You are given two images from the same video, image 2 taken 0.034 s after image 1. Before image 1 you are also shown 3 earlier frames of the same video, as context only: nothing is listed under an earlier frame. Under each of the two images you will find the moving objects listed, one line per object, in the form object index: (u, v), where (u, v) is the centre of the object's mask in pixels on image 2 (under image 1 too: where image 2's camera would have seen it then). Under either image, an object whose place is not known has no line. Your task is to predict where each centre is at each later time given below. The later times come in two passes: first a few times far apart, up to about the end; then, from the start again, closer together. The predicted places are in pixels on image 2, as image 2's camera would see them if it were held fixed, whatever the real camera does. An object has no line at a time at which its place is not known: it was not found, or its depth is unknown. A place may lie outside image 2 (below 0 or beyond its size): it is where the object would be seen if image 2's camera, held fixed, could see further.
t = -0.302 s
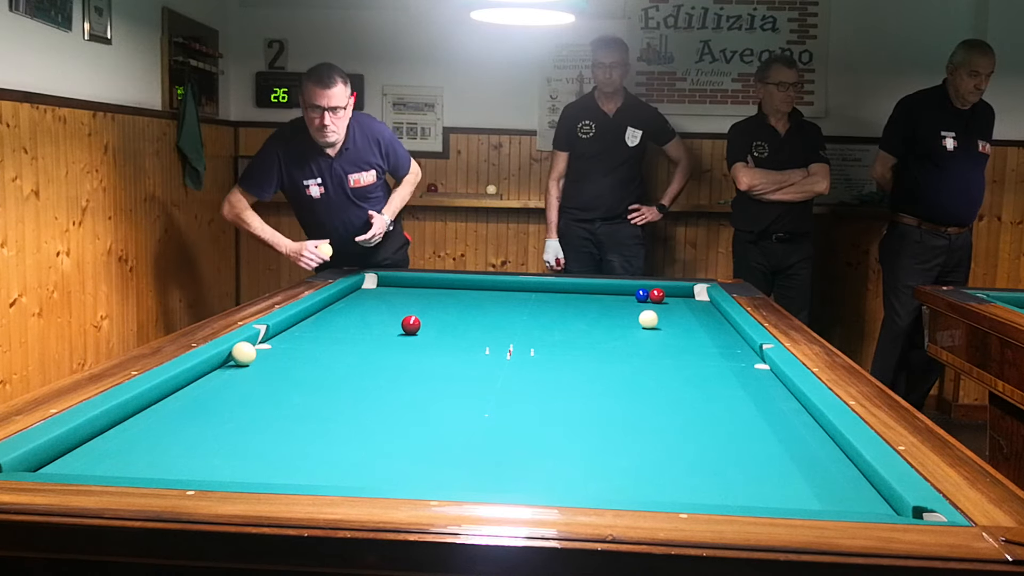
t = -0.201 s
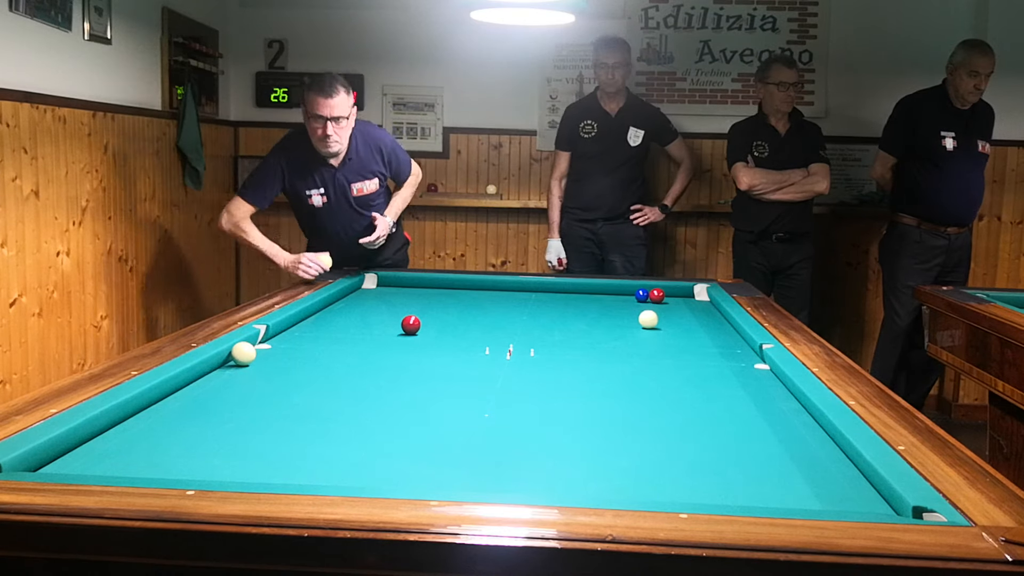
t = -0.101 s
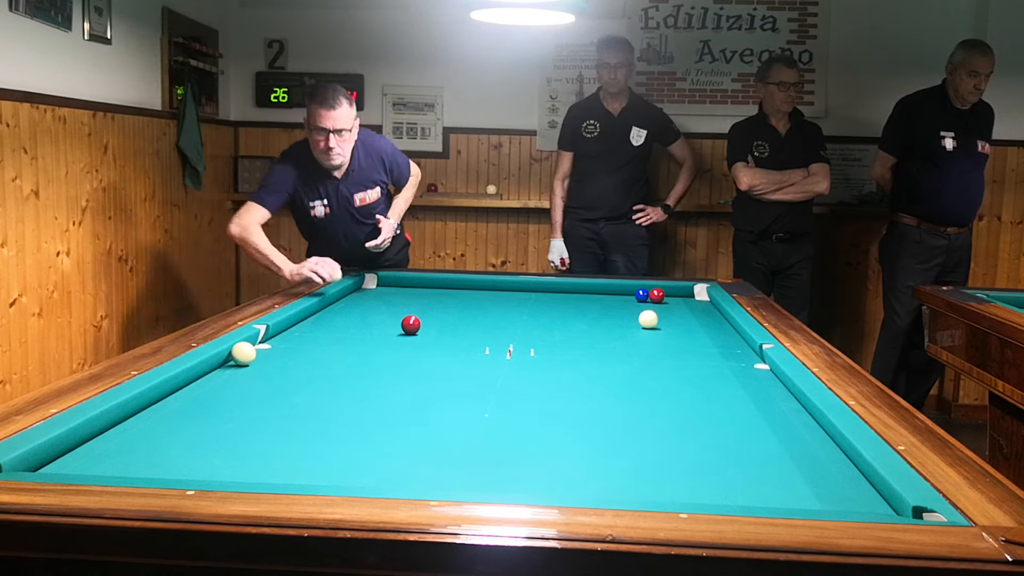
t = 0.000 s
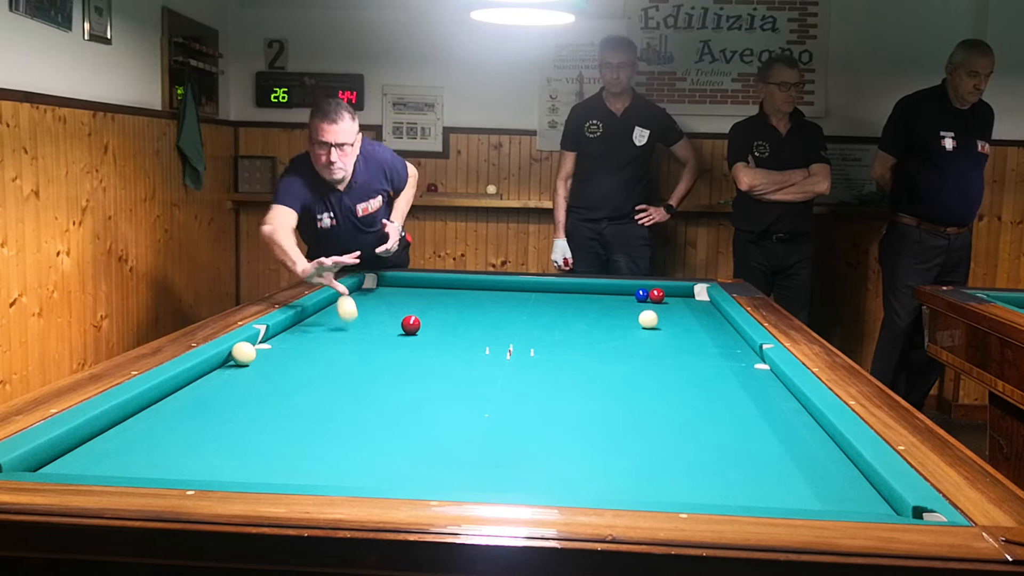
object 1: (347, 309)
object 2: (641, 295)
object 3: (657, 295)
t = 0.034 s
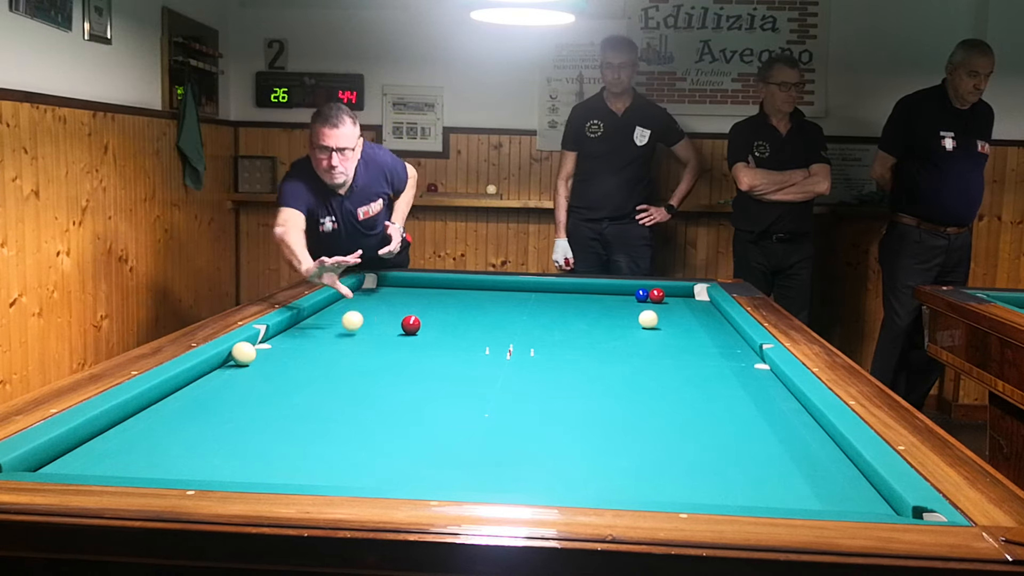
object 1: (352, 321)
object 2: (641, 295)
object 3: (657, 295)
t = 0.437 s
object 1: (453, 426)
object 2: (642, 295)
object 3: (657, 295)
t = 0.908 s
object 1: (632, 411)
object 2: (642, 295)
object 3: (657, 295)
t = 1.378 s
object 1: (703, 348)
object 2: (641, 295)
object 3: (657, 295)
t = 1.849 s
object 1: (696, 310)
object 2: (641, 295)
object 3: (657, 295)
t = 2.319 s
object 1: (683, 293)
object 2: (605, 293)
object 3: (653, 295)
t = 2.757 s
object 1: (694, 305)
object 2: (548, 288)
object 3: (647, 294)
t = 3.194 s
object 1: (706, 316)
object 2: (498, 286)
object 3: (643, 293)
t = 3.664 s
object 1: (719, 330)
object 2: (449, 285)
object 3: (641, 293)
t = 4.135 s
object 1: (734, 346)
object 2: (403, 285)
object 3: (640, 293)
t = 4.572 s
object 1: (749, 363)
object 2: (368, 285)
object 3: (640, 293)
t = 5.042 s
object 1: (768, 383)
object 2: (388, 286)
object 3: (640, 293)
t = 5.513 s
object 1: (790, 408)
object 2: (406, 287)
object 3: (640, 293)
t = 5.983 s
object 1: (814, 437)
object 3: (640, 293)
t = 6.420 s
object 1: (840, 468)
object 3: (640, 293)
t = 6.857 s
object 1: (868, 500)
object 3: (640, 293)
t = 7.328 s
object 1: (882, 504)
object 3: (640, 293)
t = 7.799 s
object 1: (857, 493)
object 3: (640, 293)
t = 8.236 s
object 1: (837, 481)
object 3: (640, 293)
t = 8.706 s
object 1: (819, 468)
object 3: (640, 293)
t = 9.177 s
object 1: (804, 459)
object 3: (640, 293)
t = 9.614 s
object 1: (792, 451)
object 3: (640, 293)
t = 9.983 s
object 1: (784, 447)
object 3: (640, 293)
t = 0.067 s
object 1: (358, 318)
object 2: (641, 295)
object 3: (657, 295)
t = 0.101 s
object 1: (364, 318)
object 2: (641, 295)
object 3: (657, 295)
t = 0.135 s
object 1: (370, 323)
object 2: (641, 295)
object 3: (657, 295)
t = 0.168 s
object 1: (377, 332)
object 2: (642, 295)
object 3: (657, 295)
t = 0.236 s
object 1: (392, 366)
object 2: (641, 295)
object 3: (657, 295)
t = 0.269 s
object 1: (401, 368)
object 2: (641, 295)
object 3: (657, 295)
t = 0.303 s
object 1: (409, 373)
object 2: (641, 295)
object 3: (657, 295)
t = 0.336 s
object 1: (419, 385)
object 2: (641, 295)
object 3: (657, 295)
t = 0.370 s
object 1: (429, 404)
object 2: (641, 295)
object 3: (657, 295)
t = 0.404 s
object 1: (441, 415)
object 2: (641, 295)
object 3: (657, 295)
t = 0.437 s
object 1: (453, 426)
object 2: (642, 295)
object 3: (657, 295)
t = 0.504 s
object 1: (482, 461)
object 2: (642, 295)
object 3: (657, 295)
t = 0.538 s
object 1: (498, 477)
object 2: (642, 295)
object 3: (657, 295)
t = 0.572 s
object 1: (515, 487)
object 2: (642, 295)
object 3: (657, 295)
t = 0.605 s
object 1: (535, 483)
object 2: (642, 295)
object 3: (657, 295)
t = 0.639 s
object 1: (550, 476)
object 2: (642, 295)
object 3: (657, 295)
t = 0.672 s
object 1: (563, 470)
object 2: (642, 295)
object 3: (657, 295)
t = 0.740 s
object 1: (587, 449)
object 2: (641, 295)
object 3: (657, 295)
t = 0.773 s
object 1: (597, 440)
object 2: (642, 295)
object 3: (657, 295)
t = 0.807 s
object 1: (607, 432)
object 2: (642, 295)
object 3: (657, 295)
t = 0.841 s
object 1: (616, 424)
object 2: (641, 295)
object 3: (657, 295)
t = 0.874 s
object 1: (624, 417)
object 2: (641, 295)
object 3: (657, 295)
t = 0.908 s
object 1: (632, 411)
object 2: (642, 295)
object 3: (657, 295)
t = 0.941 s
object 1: (638, 405)
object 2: (641, 295)
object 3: (657, 295)
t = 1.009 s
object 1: (651, 393)
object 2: (641, 295)
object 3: (657, 295)
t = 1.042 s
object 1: (657, 388)
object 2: (641, 295)
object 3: (657, 295)
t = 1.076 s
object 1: (662, 383)
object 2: (641, 295)
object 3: (657, 295)
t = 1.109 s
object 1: (668, 379)
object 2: (641, 295)
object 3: (657, 295)
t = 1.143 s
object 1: (673, 374)
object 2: (641, 295)
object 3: (657, 295)
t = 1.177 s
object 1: (678, 370)
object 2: (641, 295)
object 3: (657, 295)
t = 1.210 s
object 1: (682, 366)
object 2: (641, 295)
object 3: (657, 295)
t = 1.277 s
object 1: (691, 358)
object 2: (641, 295)
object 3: (657, 295)
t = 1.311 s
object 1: (695, 355)
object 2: (641, 295)
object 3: (657, 295)
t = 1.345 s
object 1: (699, 351)
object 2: (641, 295)
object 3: (657, 295)
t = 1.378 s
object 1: (703, 348)
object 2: (641, 295)
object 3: (657, 295)
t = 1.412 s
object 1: (706, 345)
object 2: (641, 295)
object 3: (657, 295)
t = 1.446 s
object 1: (710, 341)
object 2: (641, 295)
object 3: (657, 295)
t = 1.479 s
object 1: (713, 338)
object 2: (641, 295)
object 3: (657, 295)
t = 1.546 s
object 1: (719, 332)
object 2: (642, 295)
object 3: (657, 295)
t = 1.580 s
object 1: (723, 330)
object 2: (642, 295)
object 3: (657, 295)
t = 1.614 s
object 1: (725, 327)
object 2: (642, 295)
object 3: (657, 295)
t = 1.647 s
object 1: (724, 324)
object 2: (641, 295)
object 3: (657, 295)
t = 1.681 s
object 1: (718, 322)
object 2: (641, 295)
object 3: (657, 295)
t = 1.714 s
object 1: (713, 319)
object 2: (641, 295)
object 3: (657, 295)
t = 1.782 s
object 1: (704, 315)
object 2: (641, 295)
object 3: (657, 295)
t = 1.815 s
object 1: (700, 312)
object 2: (641, 295)
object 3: (657, 295)
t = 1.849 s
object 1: (696, 310)
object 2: (641, 295)
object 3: (657, 295)
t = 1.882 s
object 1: (693, 308)
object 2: (642, 295)
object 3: (657, 295)
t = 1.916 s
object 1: (689, 306)
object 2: (641, 295)
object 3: (657, 295)
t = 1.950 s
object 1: (685, 304)
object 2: (641, 295)
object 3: (657, 295)
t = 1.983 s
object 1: (682, 302)
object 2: (641, 295)
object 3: (657, 295)
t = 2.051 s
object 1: (676, 299)
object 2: (641, 295)
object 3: (657, 295)
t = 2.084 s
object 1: (673, 297)
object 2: (641, 295)
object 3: (657, 295)
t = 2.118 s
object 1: (674, 295)
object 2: (637, 295)
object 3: (656, 295)
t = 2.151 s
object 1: (677, 294)
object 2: (631, 294)
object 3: (656, 295)
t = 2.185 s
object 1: (679, 293)
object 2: (625, 294)
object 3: (655, 295)
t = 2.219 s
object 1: (681, 292)
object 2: (620, 293)
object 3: (654, 295)
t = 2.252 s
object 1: (682, 291)
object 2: (615, 293)
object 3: (654, 295)
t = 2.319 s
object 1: (683, 293)
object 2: (605, 293)
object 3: (653, 295)
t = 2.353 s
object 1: (684, 294)
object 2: (601, 292)
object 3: (652, 295)
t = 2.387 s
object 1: (685, 295)
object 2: (596, 292)
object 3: (652, 295)
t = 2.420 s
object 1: (686, 297)
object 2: (591, 292)
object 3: (651, 295)
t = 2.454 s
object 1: (687, 297)
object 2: (587, 291)
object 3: (651, 295)
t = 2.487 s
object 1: (687, 299)
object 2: (583, 291)
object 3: (650, 295)
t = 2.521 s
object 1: (688, 299)
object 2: (578, 290)
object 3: (650, 294)
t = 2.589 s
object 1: (690, 301)
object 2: (569, 290)
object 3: (649, 294)
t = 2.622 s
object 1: (691, 302)
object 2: (565, 289)
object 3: (649, 294)
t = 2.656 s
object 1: (691, 302)
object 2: (561, 289)
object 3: (648, 294)
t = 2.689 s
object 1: (692, 303)
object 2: (557, 288)
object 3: (648, 294)
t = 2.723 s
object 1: (693, 304)
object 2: (552, 289)
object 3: (648, 294)
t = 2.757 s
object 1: (694, 305)
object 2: (548, 288)
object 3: (647, 294)
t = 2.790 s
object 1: (695, 306)
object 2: (543, 288)
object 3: (647, 294)
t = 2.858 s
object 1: (697, 307)
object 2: (535, 287)
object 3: (646, 294)
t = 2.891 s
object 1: (698, 308)
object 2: (531, 287)
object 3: (646, 294)
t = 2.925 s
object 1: (698, 309)
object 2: (527, 287)
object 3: (645, 294)
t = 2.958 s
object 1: (699, 310)
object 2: (523, 287)
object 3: (645, 294)
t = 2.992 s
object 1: (700, 311)
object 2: (520, 286)
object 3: (645, 294)
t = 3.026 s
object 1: (701, 312)
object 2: (516, 287)
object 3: (645, 294)
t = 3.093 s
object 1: (703, 314)
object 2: (509, 287)
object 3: (644, 293)
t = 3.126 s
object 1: (704, 314)
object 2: (505, 286)
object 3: (644, 293)
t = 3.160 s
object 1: (705, 315)
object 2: (502, 286)
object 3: (643, 293)
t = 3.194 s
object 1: (706, 316)
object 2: (498, 286)
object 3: (643, 293)
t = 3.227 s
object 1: (706, 317)
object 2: (494, 286)
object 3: (643, 293)
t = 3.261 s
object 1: (707, 318)
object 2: (491, 286)
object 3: (643, 293)
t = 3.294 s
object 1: (708, 319)
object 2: (488, 286)
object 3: (642, 293)
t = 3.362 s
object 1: (710, 321)
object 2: (481, 285)
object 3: (642, 293)
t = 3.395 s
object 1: (711, 322)
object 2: (477, 286)
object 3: (642, 293)
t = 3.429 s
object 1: (712, 323)
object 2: (473, 286)
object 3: (642, 293)
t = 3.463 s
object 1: (713, 324)
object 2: (470, 286)
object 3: (641, 293)
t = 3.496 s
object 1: (714, 325)
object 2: (466, 286)
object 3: (641, 293)
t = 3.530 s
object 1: (715, 326)
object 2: (463, 286)
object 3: (641, 293)
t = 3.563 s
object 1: (716, 327)
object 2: (460, 286)
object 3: (641, 293)
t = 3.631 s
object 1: (718, 329)
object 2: (453, 286)
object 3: (641, 293)
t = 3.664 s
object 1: (719, 330)
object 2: (449, 285)
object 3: (641, 293)
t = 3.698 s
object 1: (720, 331)
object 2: (446, 285)
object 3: (641, 293)
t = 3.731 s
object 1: (721, 332)
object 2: (442, 285)
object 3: (641, 293)
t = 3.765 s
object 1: (722, 333)
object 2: (439, 285)
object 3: (641, 293)
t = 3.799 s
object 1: (723, 334)
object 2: (436, 285)
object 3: (641, 293)
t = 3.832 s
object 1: (724, 336)
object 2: (432, 285)
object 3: (641, 293)
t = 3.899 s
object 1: (726, 338)
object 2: (426, 285)
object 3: (640, 293)
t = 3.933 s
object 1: (727, 339)
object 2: (423, 285)
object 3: (640, 293)
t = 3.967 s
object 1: (728, 340)
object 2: (419, 285)
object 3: (640, 293)
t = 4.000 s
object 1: (729, 341)
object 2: (416, 285)
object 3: (640, 293)
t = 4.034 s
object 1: (731, 342)
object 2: (413, 285)
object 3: (640, 293)
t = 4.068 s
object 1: (732, 344)
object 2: (410, 285)
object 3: (640, 293)
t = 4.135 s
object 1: (734, 346)
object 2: (403, 285)
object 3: (640, 293)
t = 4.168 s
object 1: (735, 347)
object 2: (400, 285)
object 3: (640, 293)
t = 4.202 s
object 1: (736, 348)
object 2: (397, 285)
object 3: (640, 293)
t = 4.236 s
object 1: (738, 350)
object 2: (394, 285)
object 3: (640, 293)
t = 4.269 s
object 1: (739, 351)
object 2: (390, 285)
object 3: (640, 293)
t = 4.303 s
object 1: (740, 352)
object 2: (387, 285)
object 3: (640, 293)
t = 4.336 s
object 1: (741, 353)
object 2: (384, 284)
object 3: (640, 293)
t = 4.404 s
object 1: (743, 356)
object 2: (378, 285)
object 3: (640, 293)
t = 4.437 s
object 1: (744, 357)
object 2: (375, 285)
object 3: (640, 293)
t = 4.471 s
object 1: (746, 359)
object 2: (372, 284)
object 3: (640, 293)
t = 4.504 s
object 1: (746, 360)
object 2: (369, 285)
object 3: (640, 293)
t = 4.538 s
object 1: (747, 361)
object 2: (366, 285)
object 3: (640, 293)
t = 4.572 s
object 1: (749, 363)
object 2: (368, 285)
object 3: (640, 293)
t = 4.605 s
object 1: (750, 364)
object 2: (370, 285)
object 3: (640, 293)
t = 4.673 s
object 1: (753, 367)
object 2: (373, 285)
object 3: (640, 293)
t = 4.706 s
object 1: (754, 368)
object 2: (374, 285)
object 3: (640, 293)
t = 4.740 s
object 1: (755, 370)
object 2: (376, 285)
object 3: (640, 293)
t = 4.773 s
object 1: (757, 371)
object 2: (377, 285)
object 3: (640, 293)
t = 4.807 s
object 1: (758, 373)
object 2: (379, 285)
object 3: (640, 293)
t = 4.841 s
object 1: (760, 374)
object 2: (380, 285)
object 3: (640, 293)
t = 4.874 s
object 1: (761, 376)
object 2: (382, 286)
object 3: (640, 293)
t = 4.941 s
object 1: (764, 379)
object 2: (384, 286)
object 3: (640, 293)
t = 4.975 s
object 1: (765, 380)
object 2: (385, 286)
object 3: (640, 293)
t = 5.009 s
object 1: (767, 382)
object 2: (387, 286)
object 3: (640, 293)
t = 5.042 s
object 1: (768, 383)
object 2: (388, 286)
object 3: (640, 293)
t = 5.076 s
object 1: (769, 385)
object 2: (390, 286)
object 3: (640, 293)
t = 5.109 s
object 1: (771, 387)
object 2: (391, 286)
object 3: (640, 293)
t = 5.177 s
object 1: (774, 390)
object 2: (394, 286)
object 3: (640, 293)
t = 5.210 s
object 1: (775, 392)
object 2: (395, 286)
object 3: (640, 293)
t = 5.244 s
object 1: (777, 394)
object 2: (397, 287)
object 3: (640, 293)
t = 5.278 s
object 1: (778, 395)
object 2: (398, 287)
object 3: (640, 293)
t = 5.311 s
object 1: (780, 397)
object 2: (399, 287)
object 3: (640, 293)
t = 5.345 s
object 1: (782, 399)
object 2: (400, 287)
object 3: (640, 293)
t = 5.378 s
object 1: (783, 401)
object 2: (402, 287)
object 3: (640, 293)
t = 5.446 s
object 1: (786, 404)
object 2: (404, 287)
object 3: (640, 293)
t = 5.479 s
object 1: (788, 406)
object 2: (405, 287)
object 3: (640, 293)
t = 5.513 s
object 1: (790, 408)
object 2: (406, 287)
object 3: (640, 293)
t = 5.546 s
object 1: (791, 410)
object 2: (407, 287)
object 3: (640, 293)
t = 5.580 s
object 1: (793, 412)
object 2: (409, 288)
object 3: (640, 293)
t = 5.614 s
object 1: (794, 414)
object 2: (410, 288)
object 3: (640, 293)
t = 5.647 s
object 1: (796, 416)
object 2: (411, 288)
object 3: (640, 293)
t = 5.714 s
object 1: (800, 420)
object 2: (413, 288)
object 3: (640, 293)
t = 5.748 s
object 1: (801, 422)
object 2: (414, 288)
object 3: (640, 293)
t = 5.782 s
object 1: (803, 424)
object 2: (415, 288)
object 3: (640, 293)
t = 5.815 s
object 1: (805, 426)
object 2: (416, 288)
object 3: (640, 293)
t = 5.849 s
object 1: (807, 428)
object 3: (640, 293)
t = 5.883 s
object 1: (809, 430)
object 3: (640, 293)
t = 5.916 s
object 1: (810, 433)
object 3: (640, 293)
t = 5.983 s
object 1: (814, 437)
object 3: (640, 293)
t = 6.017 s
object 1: (816, 439)
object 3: (640, 293)
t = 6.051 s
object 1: (818, 442)
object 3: (640, 293)
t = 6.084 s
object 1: (820, 444)
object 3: (640, 293)
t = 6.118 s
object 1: (822, 446)
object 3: (640, 293)
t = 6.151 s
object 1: (824, 448)
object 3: (640, 293)
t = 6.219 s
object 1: (828, 453)
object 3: (640, 293)
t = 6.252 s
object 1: (830, 456)
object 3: (640, 293)
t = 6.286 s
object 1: (832, 458)
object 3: (640, 293)
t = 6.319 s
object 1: (833, 460)
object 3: (640, 293)
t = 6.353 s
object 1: (836, 463)
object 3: (640, 293)
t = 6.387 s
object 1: (837, 466)
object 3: (640, 293)
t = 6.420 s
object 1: (840, 468)
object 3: (640, 293)
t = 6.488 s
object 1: (844, 474)
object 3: (640, 293)
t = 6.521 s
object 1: (846, 476)
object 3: (640, 293)
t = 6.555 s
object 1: (848, 479)
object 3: (640, 293)
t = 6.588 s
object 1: (850, 482)
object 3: (640, 293)
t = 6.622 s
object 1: (852, 485)
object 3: (640, 293)
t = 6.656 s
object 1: (854, 488)
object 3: (640, 293)
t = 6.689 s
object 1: (857, 490)
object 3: (640, 293)
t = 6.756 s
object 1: (861, 495)
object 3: (640, 293)
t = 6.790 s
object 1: (863, 496)
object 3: (640, 293)
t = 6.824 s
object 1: (866, 498)
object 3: (640, 293)
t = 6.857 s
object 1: (868, 500)
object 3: (640, 293)
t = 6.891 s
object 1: (870, 502)
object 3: (640, 293)
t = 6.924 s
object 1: (872, 503)
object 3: (640, 293)
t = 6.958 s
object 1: (875, 505)
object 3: (640, 293)
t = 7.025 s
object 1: (880, 508)
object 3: (640, 293)
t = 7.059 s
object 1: (882, 510)
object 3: (640, 293)
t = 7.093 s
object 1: (883, 509)
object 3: (640, 293)
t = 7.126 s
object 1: (883, 509)
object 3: (640, 293)
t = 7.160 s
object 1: (884, 508)
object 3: (640, 293)
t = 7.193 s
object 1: (884, 507)
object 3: (640, 293)
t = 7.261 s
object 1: (885, 506)
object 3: (640, 293)
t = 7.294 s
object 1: (885, 505)
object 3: (640, 293)
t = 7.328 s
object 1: (882, 504)
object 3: (640, 293)
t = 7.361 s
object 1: (880, 503)
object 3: (640, 293)
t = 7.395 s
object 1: (878, 502)
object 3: (640, 293)
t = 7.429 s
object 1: (876, 502)
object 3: (640, 293)
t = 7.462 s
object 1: (874, 501)
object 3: (640, 293)
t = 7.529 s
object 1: (870, 499)
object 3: (640, 293)
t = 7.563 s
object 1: (868, 498)
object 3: (640, 293)
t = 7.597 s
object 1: (867, 497)
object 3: (640, 293)
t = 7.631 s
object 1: (865, 497)
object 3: (640, 293)
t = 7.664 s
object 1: (863, 496)
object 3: (640, 293)
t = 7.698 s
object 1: (861, 495)
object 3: (640, 293)
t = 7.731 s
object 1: (860, 494)
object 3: (640, 293)
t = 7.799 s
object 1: (857, 493)
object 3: (640, 293)
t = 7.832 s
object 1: (855, 492)
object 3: (640, 293)
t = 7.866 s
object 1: (853, 491)
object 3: (640, 293)
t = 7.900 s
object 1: (852, 491)
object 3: (640, 293)
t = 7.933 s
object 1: (850, 490)
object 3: (640, 293)
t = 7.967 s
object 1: (849, 489)
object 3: (640, 293)
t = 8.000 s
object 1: (847, 488)
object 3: (640, 293)
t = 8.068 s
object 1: (845, 485)
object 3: (640, 293)
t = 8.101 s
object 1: (843, 485)
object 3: (640, 293)
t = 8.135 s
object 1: (841, 484)
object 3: (640, 293)
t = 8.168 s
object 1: (840, 483)
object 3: (640, 293)
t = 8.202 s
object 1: (839, 482)
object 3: (640, 293)
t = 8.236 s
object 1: (837, 481)
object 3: (640, 293)
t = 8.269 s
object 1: (836, 480)
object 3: (640, 293)
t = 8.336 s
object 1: (833, 478)
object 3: (640, 293)
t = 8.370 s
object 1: (831, 477)
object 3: (640, 293)
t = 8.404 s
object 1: (830, 476)
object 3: (640, 293)
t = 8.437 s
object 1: (829, 475)
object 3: (640, 293)
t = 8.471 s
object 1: (828, 474)
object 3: (640, 293)
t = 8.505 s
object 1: (826, 474)
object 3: (640, 293)
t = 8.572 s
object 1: (824, 472)
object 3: (640, 293)
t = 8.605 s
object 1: (823, 471)
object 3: (640, 293)
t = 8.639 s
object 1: (822, 470)
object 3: (640, 293)
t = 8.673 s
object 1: (821, 469)
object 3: (640, 293)
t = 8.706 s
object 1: (819, 468)
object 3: (640, 293)
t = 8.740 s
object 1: (818, 468)
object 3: (640, 293)
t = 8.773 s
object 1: (817, 467)
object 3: (640, 293)
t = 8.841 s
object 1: (815, 466)
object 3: (640, 293)
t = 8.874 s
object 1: (814, 465)
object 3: (640, 293)
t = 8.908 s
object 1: (813, 464)
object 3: (640, 293)
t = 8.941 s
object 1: (811, 463)
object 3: (640, 293)
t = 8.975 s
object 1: (810, 463)
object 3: (640, 293)
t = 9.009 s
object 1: (809, 462)
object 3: (640, 293)
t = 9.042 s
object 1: (808, 461)
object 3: (640, 293)
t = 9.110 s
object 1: (806, 460)
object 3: (640, 293)
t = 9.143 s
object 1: (805, 459)
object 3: (640, 293)
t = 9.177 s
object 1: (804, 459)
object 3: (640, 293)
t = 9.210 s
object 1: (803, 458)
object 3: (640, 293)
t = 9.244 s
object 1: (802, 457)
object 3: (640, 293)
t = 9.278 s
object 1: (801, 457)
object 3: (640, 293)
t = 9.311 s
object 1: (800, 456)
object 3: (640, 293)
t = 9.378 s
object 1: (798, 455)
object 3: (640, 293)
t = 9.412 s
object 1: (797, 455)
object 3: (640, 293)
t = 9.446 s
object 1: (796, 454)
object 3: (640, 293)
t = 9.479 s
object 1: (795, 454)
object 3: (640, 293)
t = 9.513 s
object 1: (795, 453)
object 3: (640, 293)
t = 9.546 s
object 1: (794, 453)
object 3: (640, 293)
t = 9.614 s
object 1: (792, 451)
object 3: (640, 293)
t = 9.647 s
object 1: (791, 451)
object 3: (640, 293)
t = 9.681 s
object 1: (790, 451)
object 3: (640, 293)
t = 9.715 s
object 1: (789, 450)
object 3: (640, 293)
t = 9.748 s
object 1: (789, 450)
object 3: (640, 293)
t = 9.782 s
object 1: (788, 449)
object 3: (640, 293)
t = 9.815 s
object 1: (787, 449)
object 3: (640, 293)
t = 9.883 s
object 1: (786, 448)
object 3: (640, 293)
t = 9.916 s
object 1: (785, 447)
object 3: (640, 293)
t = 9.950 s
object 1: (784, 447)
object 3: (640, 293)
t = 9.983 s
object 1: (784, 447)
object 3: (640, 293)
